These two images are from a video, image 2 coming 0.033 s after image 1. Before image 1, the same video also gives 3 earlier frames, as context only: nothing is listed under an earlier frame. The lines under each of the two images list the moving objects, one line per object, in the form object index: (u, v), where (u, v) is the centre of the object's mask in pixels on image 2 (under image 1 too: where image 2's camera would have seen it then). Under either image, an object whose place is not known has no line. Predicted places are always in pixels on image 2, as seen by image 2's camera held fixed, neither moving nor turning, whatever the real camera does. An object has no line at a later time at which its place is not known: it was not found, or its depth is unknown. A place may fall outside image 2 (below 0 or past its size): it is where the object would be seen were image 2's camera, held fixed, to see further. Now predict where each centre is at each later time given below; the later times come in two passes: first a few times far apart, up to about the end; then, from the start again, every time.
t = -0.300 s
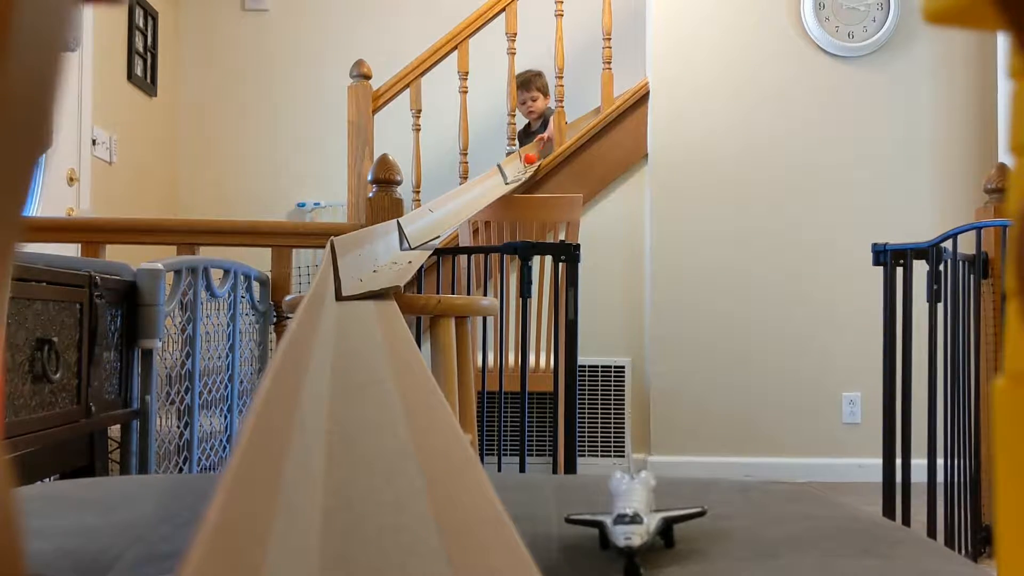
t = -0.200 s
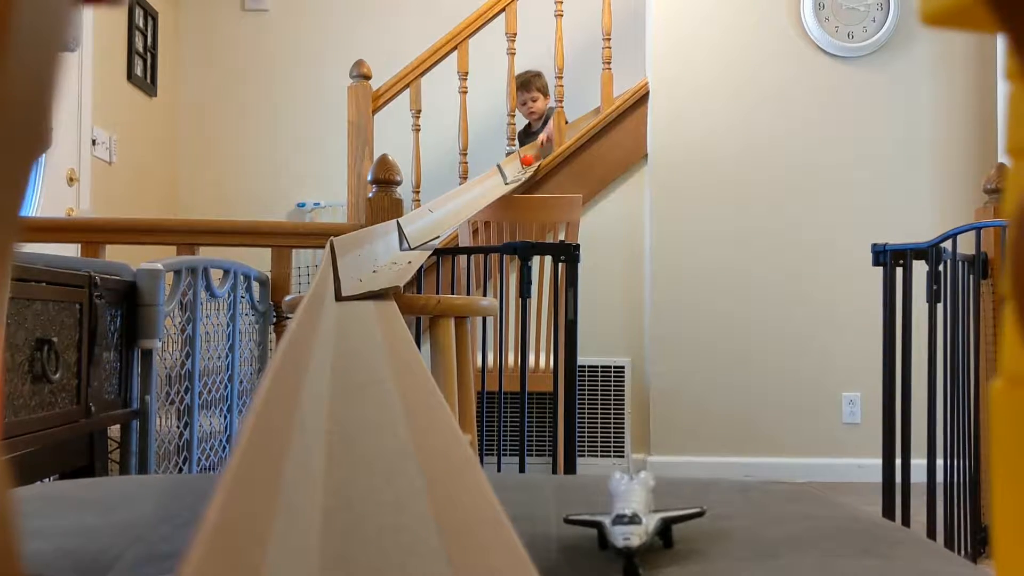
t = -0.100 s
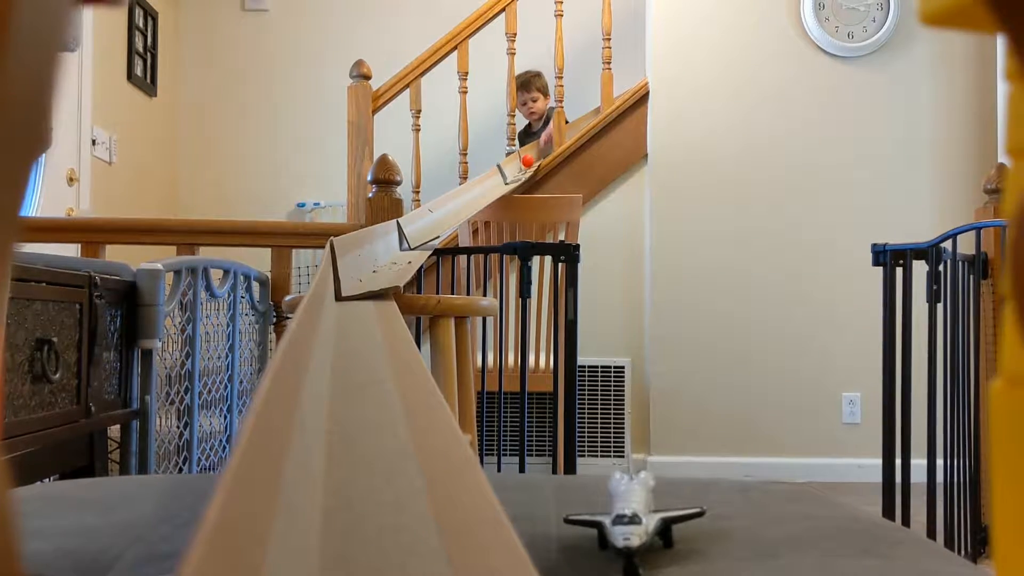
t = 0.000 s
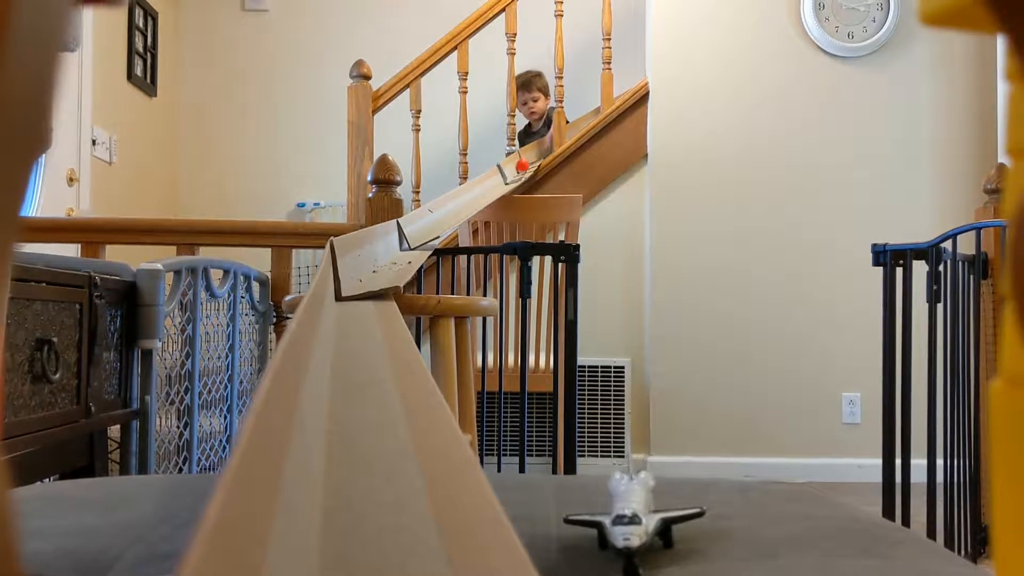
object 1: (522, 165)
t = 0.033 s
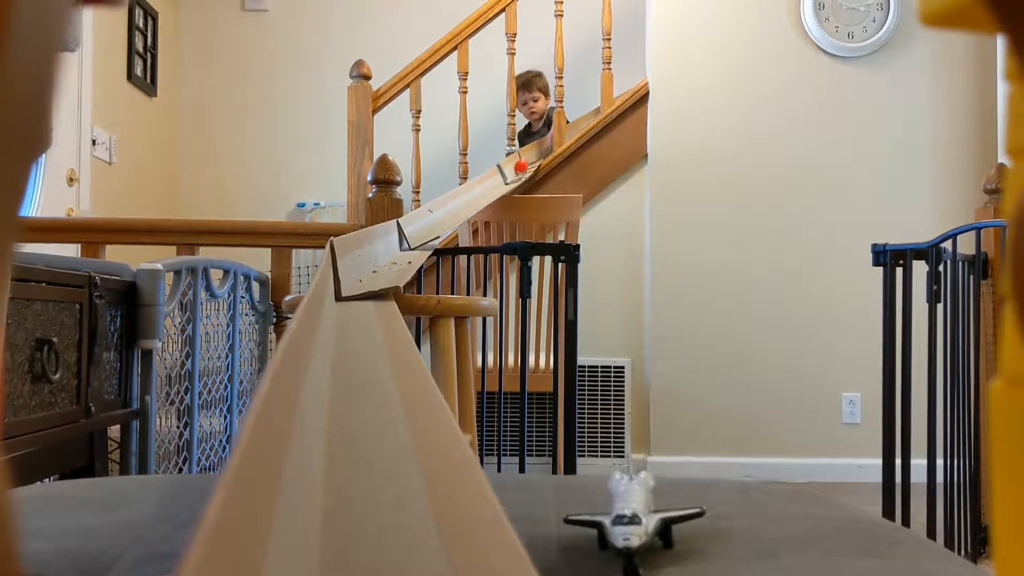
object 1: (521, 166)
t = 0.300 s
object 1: (510, 175)
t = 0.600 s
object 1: (491, 188)
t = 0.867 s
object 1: (469, 201)
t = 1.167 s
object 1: (429, 226)
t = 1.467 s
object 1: (395, 250)
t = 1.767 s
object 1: (364, 273)
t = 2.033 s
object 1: (364, 330)
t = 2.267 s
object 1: (379, 497)
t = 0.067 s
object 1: (520, 167)
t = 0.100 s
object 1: (518, 168)
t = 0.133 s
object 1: (517, 168)
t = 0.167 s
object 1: (516, 169)
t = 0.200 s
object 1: (514, 171)
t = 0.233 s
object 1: (513, 172)
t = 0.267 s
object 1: (512, 173)
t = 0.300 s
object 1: (510, 175)
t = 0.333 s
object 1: (507, 178)
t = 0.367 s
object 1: (506, 179)
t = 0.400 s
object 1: (503, 180)
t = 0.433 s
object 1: (501, 181)
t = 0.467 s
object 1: (499, 182)
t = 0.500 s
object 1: (497, 184)
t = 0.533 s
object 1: (495, 185)
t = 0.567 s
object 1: (493, 186)
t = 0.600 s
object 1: (491, 188)
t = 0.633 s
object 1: (488, 189)
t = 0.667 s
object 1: (486, 191)
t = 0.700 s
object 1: (483, 192)
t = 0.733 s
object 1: (481, 194)
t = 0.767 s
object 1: (478, 196)
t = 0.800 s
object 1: (475, 197)
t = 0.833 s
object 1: (472, 199)
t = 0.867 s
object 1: (469, 201)
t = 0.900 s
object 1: (465, 203)
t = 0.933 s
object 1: (462, 205)
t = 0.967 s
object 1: (458, 207)
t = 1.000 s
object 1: (454, 211)
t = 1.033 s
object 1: (450, 213)
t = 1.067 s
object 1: (445, 216)
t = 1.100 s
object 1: (440, 219)
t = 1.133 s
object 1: (435, 222)
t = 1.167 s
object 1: (429, 226)
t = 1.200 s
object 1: (424, 229)
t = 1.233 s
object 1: (418, 233)
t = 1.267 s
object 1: (413, 236)
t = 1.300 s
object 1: (408, 240)
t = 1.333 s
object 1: (408, 240)
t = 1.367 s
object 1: (407, 242)
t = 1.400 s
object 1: (400, 247)
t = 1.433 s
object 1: (398, 248)
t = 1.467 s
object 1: (395, 250)
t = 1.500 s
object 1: (393, 251)
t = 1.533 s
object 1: (390, 253)
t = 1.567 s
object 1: (386, 256)
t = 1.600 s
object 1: (383, 258)
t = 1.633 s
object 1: (380, 261)
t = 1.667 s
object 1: (376, 263)
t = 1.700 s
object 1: (372, 266)
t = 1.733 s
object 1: (368, 269)
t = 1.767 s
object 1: (364, 273)
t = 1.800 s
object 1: (359, 276)
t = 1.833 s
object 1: (355, 279)
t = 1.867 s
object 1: (357, 289)
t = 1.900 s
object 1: (358, 296)
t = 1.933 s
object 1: (358, 304)
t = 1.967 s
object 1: (361, 312)
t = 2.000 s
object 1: (362, 321)
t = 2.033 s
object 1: (364, 330)
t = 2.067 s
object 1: (364, 344)
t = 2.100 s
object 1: (364, 358)
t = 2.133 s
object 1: (369, 374)
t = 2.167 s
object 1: (373, 395)
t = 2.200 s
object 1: (376, 421)
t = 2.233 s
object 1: (378, 453)
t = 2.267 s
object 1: (379, 497)
